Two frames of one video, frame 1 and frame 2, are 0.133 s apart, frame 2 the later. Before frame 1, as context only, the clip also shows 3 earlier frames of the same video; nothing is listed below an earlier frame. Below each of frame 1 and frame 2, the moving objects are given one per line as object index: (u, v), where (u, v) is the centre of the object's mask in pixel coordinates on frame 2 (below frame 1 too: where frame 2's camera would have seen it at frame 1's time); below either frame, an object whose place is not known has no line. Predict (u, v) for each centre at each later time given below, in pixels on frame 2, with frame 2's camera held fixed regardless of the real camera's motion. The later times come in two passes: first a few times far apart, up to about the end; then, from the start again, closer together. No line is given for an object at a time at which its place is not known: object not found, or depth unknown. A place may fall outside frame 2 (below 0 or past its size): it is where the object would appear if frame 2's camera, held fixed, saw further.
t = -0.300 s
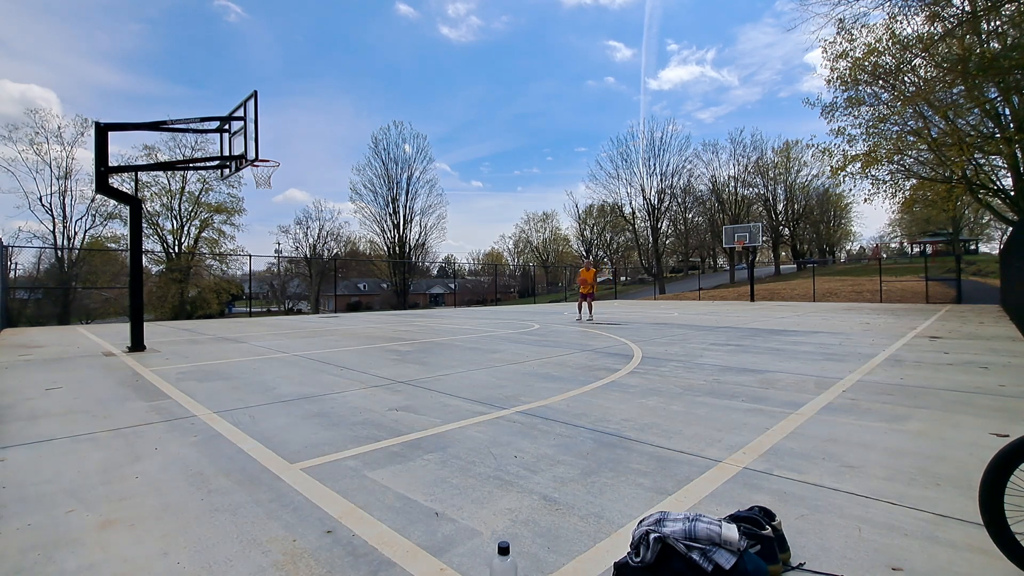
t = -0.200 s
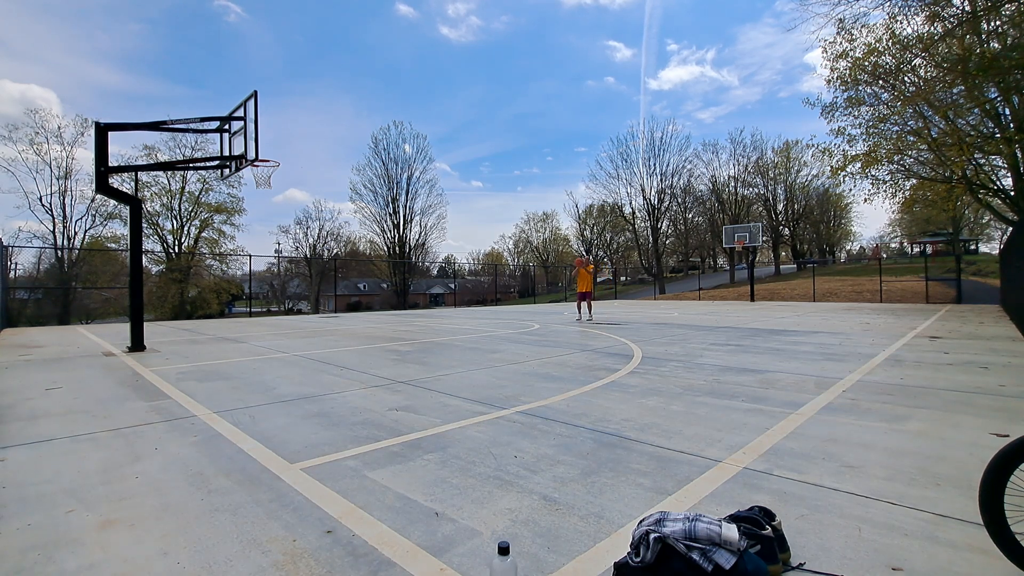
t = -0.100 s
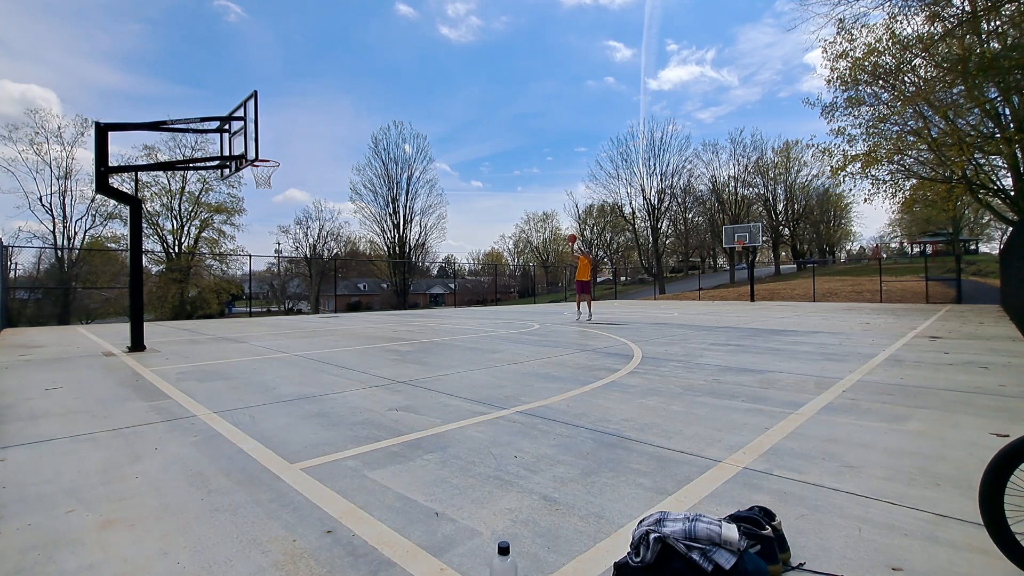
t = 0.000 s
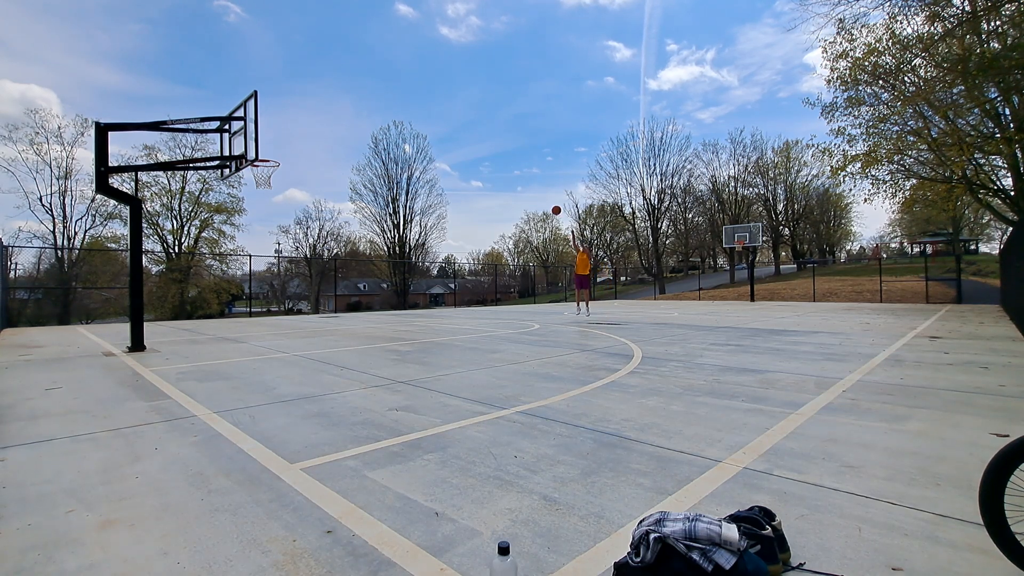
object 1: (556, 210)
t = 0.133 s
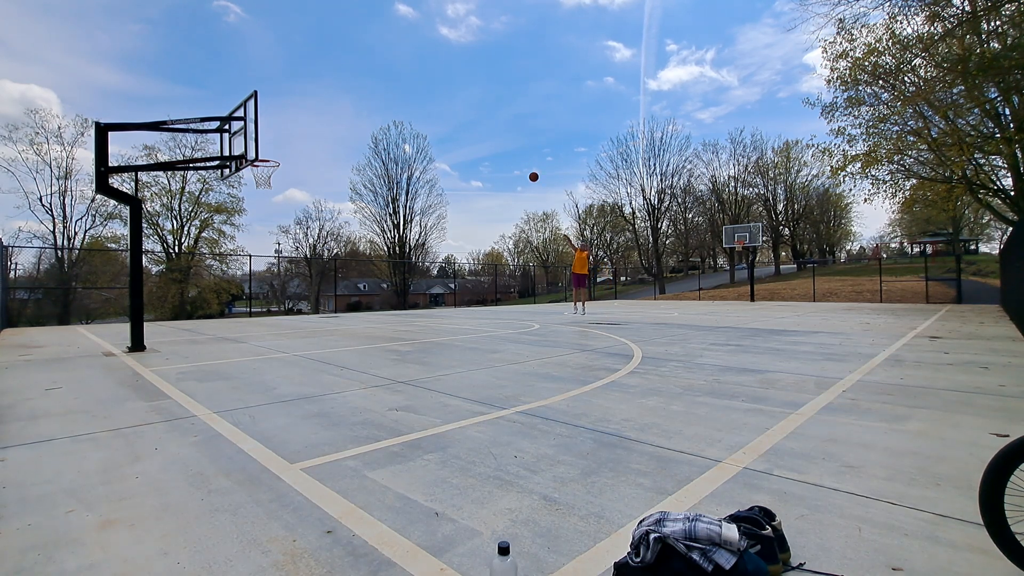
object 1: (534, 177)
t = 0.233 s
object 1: (516, 155)
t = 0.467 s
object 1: (471, 115)
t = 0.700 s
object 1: (420, 94)
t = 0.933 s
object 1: (361, 96)
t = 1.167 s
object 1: (291, 129)
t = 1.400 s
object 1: (286, 195)
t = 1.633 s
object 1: (340, 278)
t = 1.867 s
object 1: (384, 297)
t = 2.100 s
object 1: (422, 250)
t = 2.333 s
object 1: (456, 232)
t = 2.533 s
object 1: (481, 236)
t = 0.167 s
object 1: (528, 169)
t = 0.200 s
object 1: (522, 162)
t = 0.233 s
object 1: (516, 155)
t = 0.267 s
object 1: (510, 148)
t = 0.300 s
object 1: (504, 141)
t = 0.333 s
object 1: (497, 135)
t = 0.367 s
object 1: (491, 130)
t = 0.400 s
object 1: (484, 124)
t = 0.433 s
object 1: (478, 119)
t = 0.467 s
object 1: (471, 115)
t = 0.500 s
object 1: (464, 111)
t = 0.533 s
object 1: (457, 107)
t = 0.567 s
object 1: (450, 103)
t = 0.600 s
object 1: (442, 100)
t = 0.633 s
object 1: (435, 98)
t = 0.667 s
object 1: (427, 96)
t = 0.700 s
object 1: (420, 94)
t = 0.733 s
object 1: (412, 93)
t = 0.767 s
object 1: (404, 92)
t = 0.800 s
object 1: (396, 92)
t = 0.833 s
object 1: (387, 92)
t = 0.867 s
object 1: (378, 93)
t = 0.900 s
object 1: (370, 94)
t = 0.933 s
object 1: (361, 96)
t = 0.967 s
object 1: (352, 99)
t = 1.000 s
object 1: (342, 102)
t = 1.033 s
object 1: (332, 106)
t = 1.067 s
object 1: (322, 111)
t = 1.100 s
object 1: (312, 116)
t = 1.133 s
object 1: (301, 122)
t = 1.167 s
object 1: (291, 129)
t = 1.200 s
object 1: (279, 137)
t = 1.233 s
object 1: (268, 145)
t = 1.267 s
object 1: (261, 155)
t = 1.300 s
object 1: (259, 165)
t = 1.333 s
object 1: (268, 174)
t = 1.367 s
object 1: (277, 184)
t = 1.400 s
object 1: (286, 195)
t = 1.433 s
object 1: (294, 206)
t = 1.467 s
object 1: (303, 217)
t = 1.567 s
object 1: (326, 253)
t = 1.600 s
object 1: (333, 266)
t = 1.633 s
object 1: (340, 278)
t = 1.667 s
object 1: (347, 291)
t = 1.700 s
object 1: (354, 305)
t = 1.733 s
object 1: (360, 318)
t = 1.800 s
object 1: (372, 317)
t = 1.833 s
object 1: (378, 306)
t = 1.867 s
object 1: (384, 297)
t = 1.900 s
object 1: (390, 288)
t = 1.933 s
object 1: (396, 280)
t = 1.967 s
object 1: (401, 273)
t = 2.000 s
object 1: (406, 266)
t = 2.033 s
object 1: (411, 260)
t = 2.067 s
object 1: (416, 255)
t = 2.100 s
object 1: (422, 250)
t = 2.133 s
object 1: (427, 245)
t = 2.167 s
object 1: (432, 242)
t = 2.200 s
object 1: (437, 239)
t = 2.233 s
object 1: (442, 236)
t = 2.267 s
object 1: (446, 234)
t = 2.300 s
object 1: (451, 233)
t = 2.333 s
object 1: (456, 232)
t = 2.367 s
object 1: (460, 231)
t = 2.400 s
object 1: (465, 231)
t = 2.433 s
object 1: (469, 232)
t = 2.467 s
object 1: (473, 233)
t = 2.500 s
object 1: (477, 234)
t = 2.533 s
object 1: (481, 236)
